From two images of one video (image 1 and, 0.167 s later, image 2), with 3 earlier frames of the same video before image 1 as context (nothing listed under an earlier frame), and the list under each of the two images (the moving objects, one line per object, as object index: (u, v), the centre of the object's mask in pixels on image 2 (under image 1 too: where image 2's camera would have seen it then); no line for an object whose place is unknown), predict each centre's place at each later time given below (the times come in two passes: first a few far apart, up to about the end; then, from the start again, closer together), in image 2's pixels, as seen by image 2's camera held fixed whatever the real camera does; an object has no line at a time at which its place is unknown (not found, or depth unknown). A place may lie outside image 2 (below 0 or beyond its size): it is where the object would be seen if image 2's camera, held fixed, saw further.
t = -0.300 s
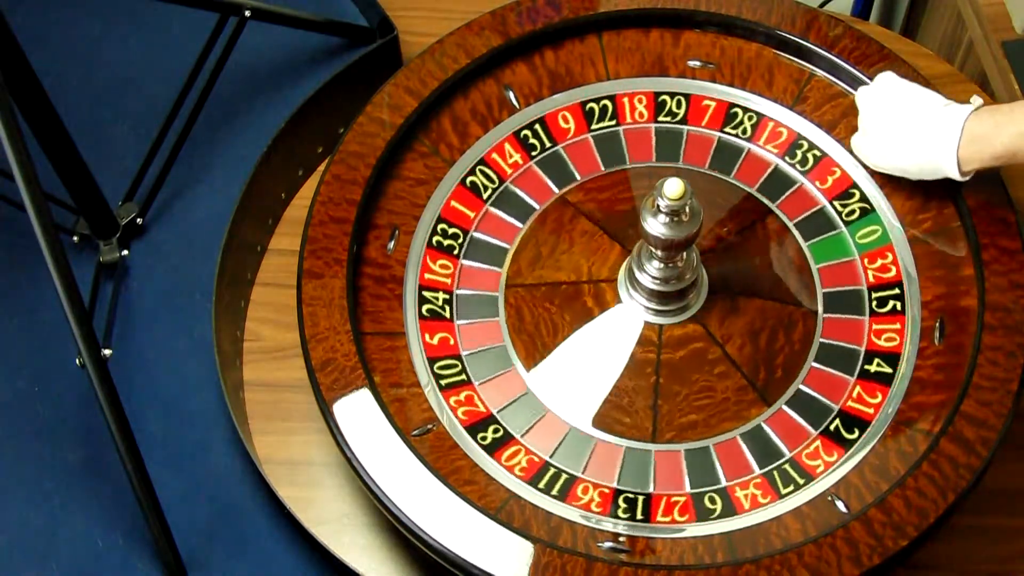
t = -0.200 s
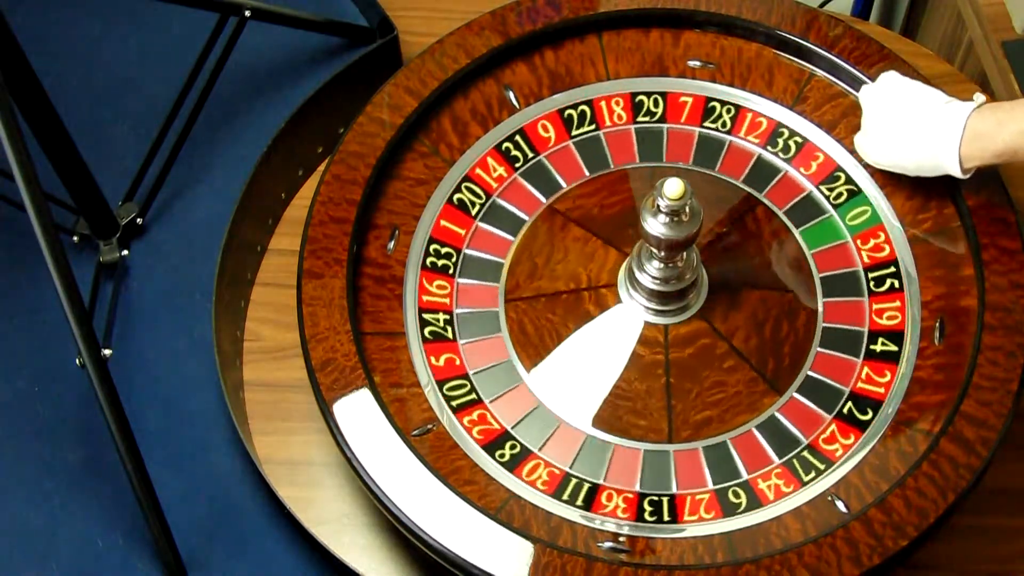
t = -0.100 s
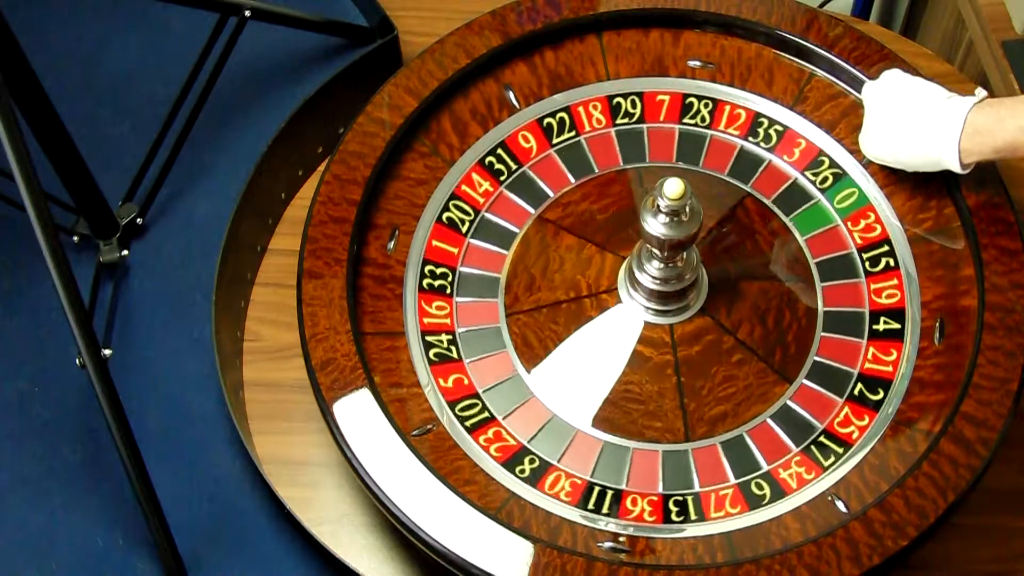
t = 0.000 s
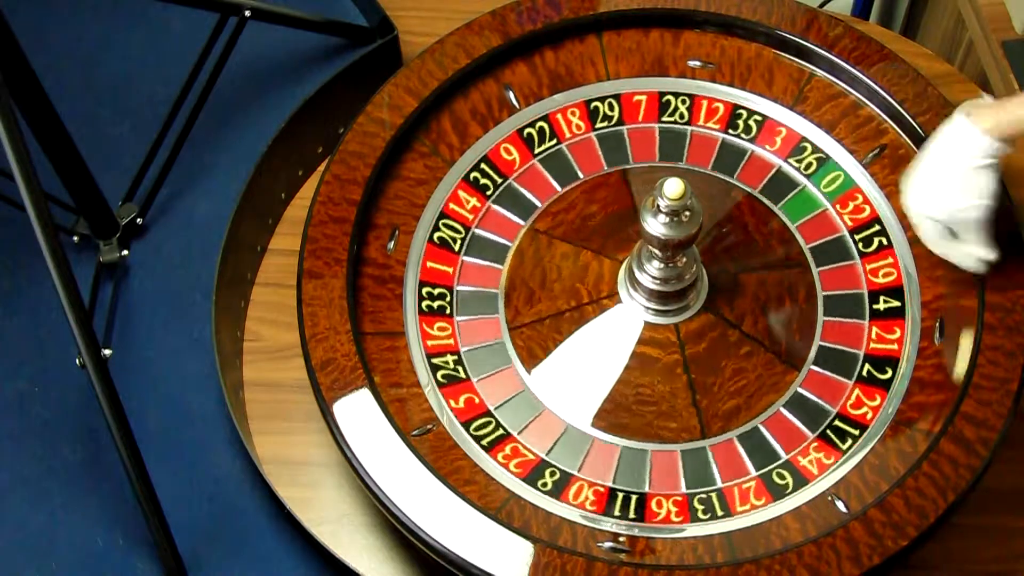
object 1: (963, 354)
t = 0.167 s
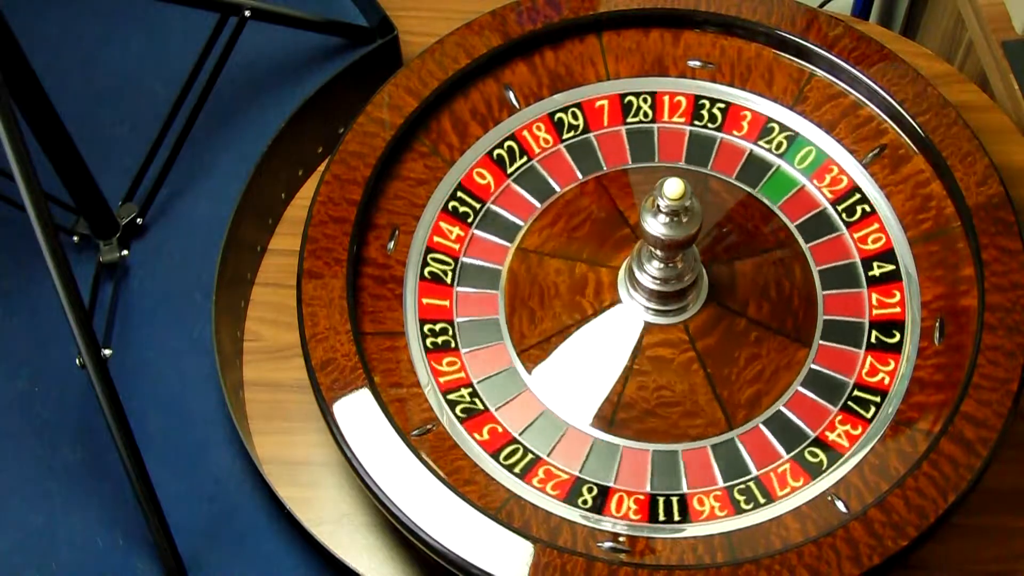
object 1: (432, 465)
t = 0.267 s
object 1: (384, 186)
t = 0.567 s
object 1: (935, 426)
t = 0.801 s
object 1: (359, 302)
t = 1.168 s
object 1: (946, 405)
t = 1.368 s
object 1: (423, 454)
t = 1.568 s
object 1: (530, 55)
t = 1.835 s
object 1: (955, 384)
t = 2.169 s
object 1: (362, 256)
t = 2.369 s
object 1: (678, 32)
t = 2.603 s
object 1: (959, 373)
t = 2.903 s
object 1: (395, 416)
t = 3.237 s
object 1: (714, 37)
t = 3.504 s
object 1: (944, 411)
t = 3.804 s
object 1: (411, 439)
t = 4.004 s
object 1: (425, 127)
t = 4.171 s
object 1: (684, 33)
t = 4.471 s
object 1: (950, 396)
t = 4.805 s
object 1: (415, 445)
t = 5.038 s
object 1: (438, 114)
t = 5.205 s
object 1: (680, 33)
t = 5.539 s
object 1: (948, 403)
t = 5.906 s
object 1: (408, 435)
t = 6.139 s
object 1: (426, 126)
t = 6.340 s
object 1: (689, 33)
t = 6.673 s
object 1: (960, 371)
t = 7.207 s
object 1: (359, 289)
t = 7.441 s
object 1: (525, 57)
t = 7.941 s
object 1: (953, 389)
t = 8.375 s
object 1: (415, 445)
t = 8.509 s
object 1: (359, 288)
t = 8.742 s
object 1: (504, 67)
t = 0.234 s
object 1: (359, 277)
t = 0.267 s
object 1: (384, 186)
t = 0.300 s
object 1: (442, 110)
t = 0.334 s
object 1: (524, 58)
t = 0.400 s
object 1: (723, 38)
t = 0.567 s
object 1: (935, 426)
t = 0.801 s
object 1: (359, 302)
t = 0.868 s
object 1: (414, 140)
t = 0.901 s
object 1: (479, 82)
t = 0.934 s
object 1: (561, 45)
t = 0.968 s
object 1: (652, 31)
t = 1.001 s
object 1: (745, 43)
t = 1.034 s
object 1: (833, 82)
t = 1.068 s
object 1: (905, 143)
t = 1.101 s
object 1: (953, 223)
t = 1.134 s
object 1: (968, 314)
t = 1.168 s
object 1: (946, 405)
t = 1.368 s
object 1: (423, 454)
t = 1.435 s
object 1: (359, 300)
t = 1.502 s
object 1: (405, 151)
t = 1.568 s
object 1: (530, 55)
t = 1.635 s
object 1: (693, 34)
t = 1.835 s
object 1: (955, 384)
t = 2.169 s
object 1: (362, 256)
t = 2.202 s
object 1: (382, 190)
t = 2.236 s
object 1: (421, 132)
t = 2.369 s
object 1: (678, 32)
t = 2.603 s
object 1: (959, 373)
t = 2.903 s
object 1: (395, 416)
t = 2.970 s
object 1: (359, 292)
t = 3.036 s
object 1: (390, 176)
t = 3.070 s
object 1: (425, 127)
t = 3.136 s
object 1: (526, 57)
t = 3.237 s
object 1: (714, 37)
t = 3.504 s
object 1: (944, 411)
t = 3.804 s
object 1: (411, 439)
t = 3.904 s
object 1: (359, 274)
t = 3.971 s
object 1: (393, 171)
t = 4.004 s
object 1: (425, 127)
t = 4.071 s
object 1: (515, 62)
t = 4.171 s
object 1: (684, 33)
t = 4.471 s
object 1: (950, 396)
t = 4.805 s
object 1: (415, 445)
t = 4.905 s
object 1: (359, 294)
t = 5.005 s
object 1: (405, 151)
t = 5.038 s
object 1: (438, 114)
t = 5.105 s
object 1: (524, 58)
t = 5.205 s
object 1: (680, 33)
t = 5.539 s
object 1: (948, 403)
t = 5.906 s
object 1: (408, 435)
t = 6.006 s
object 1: (359, 295)
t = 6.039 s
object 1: (363, 248)
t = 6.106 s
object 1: (397, 163)
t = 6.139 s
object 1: (426, 126)
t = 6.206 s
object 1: (500, 69)
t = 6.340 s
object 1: (689, 33)
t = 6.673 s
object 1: (960, 371)
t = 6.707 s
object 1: (941, 417)
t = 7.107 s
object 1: (397, 419)
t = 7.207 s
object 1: (359, 289)
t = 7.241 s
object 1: (363, 246)
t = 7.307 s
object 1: (394, 167)
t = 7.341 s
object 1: (420, 132)
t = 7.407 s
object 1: (486, 77)
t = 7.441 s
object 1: (525, 57)
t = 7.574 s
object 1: (703, 35)
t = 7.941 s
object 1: (953, 389)
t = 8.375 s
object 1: (415, 445)
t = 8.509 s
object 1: (359, 288)
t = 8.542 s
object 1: (362, 248)
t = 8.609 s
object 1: (390, 175)
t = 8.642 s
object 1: (412, 142)
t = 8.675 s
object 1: (439, 113)
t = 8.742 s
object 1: (504, 67)
